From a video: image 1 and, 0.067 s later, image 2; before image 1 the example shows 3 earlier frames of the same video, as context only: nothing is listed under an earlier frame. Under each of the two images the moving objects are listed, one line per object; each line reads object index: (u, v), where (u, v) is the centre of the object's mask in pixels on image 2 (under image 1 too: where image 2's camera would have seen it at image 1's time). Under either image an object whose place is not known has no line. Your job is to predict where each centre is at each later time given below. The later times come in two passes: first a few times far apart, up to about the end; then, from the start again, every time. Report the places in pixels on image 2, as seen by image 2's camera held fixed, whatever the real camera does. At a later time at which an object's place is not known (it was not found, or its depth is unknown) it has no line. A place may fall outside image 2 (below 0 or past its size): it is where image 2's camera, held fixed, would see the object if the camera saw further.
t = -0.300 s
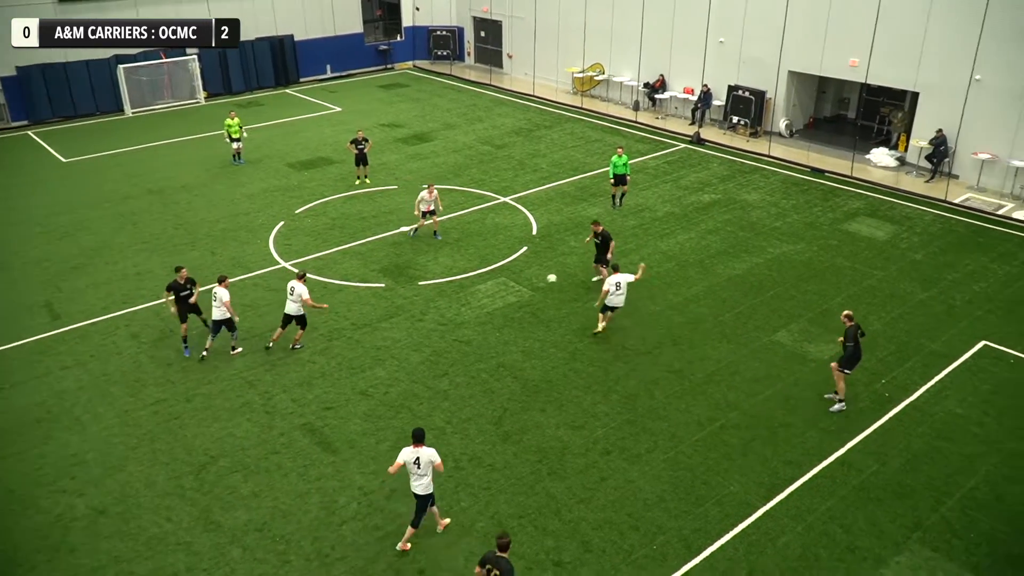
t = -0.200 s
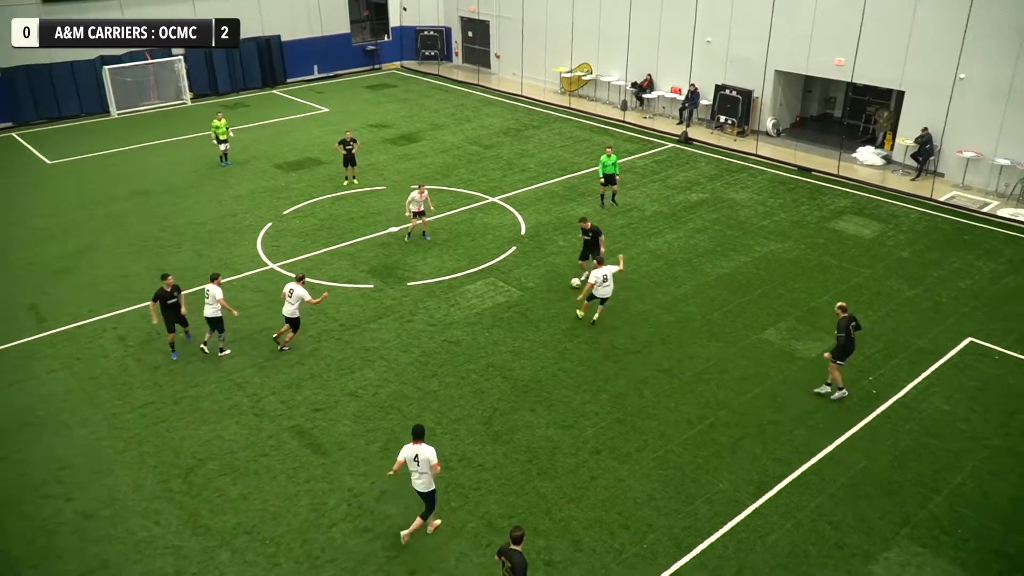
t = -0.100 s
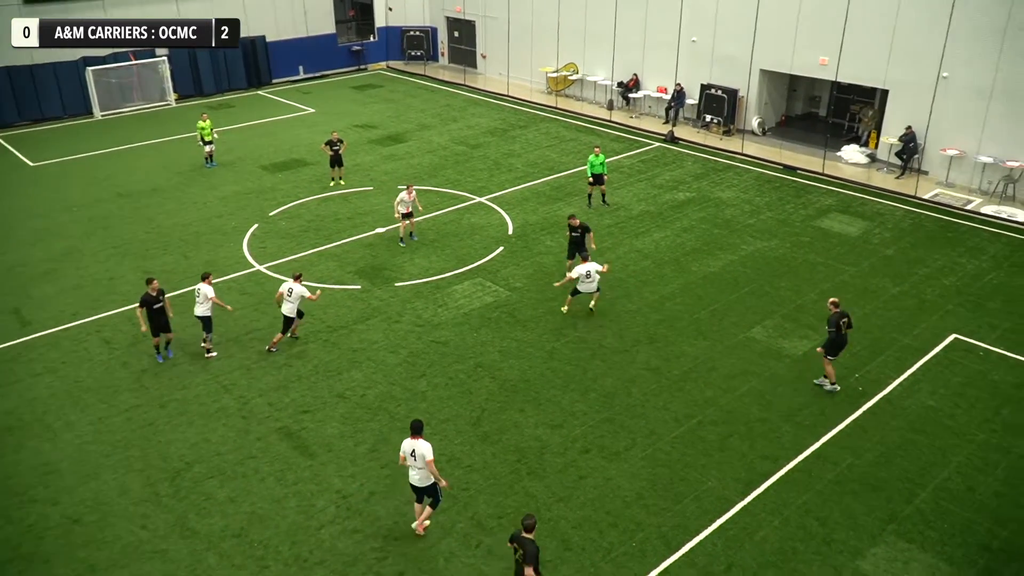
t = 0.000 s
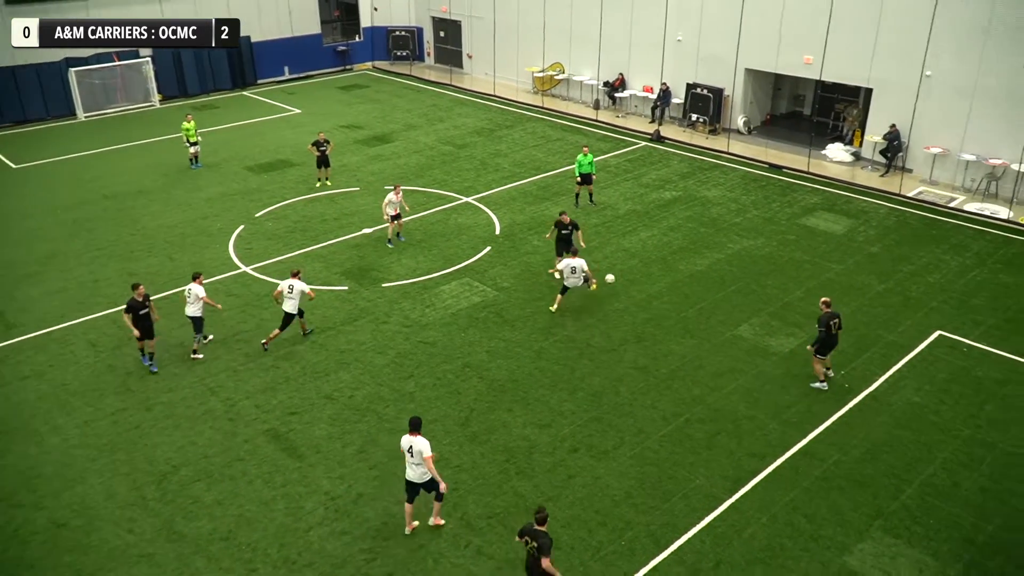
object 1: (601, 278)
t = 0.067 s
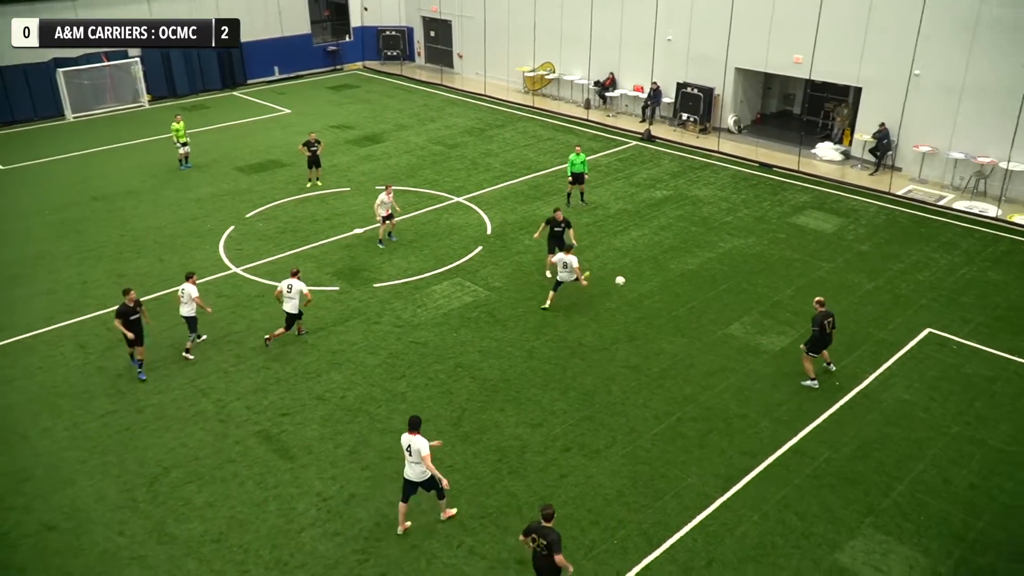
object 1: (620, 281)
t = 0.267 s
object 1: (677, 302)
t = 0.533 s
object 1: (756, 317)
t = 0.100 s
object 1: (629, 283)
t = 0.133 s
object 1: (639, 285)
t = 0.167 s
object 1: (648, 289)
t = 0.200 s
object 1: (658, 293)
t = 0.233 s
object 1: (667, 297)
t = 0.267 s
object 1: (677, 302)
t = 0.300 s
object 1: (687, 307)
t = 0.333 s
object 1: (696, 313)
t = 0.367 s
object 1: (706, 319)
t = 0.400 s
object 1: (716, 321)
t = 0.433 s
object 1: (726, 319)
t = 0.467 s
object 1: (736, 318)
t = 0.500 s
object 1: (746, 317)
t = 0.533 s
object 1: (756, 317)
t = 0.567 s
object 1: (766, 317)
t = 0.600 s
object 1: (777, 317)
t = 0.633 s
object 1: (786, 318)
